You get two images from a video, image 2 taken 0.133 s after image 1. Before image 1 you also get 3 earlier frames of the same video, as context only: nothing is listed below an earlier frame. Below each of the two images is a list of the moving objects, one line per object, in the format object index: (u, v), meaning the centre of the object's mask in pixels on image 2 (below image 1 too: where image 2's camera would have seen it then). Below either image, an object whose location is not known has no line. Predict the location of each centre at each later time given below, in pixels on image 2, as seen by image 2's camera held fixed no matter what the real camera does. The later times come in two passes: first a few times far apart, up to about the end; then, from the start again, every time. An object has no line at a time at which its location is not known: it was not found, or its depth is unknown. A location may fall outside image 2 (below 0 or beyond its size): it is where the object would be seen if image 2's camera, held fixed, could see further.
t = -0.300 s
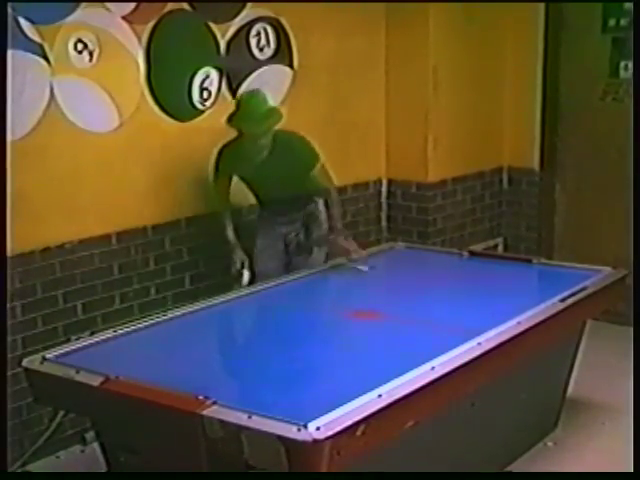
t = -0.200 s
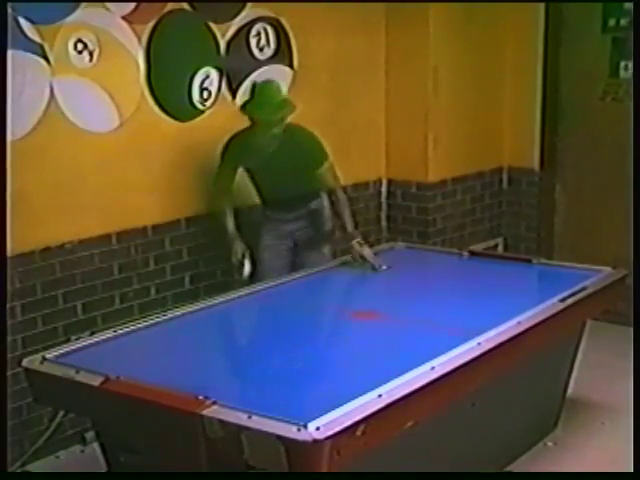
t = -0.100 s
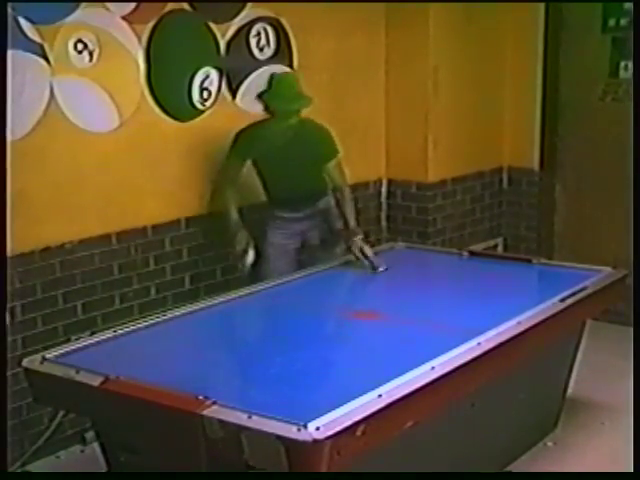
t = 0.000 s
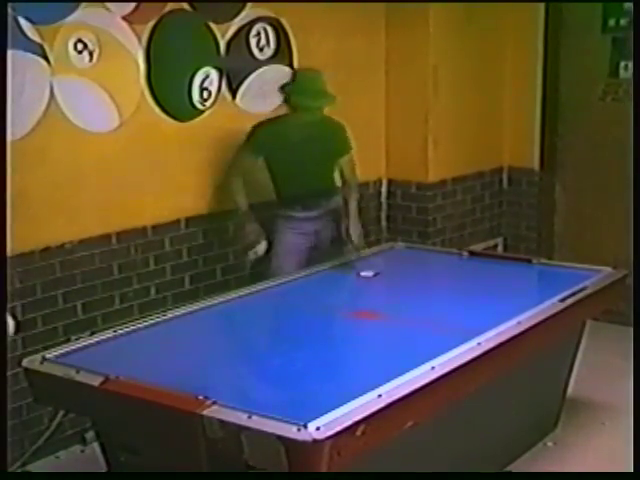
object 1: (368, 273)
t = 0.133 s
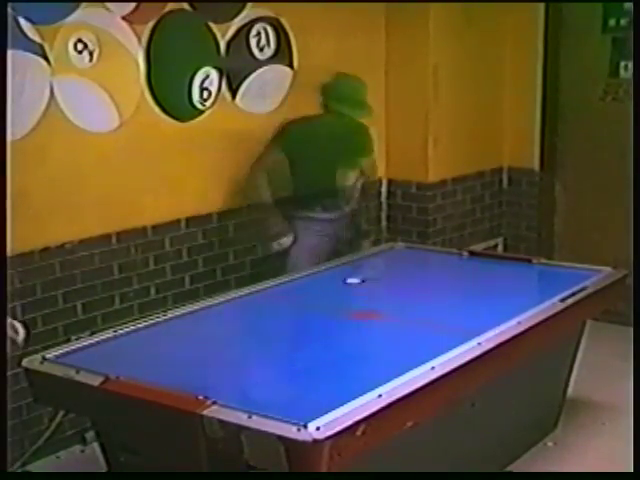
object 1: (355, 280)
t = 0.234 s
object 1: (345, 285)
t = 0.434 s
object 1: (322, 296)
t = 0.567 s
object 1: (306, 305)
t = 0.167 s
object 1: (351, 281)
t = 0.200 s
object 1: (348, 283)
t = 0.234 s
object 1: (345, 285)
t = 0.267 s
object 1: (340, 287)
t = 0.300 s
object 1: (337, 289)
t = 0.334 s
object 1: (333, 291)
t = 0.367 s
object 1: (330, 292)
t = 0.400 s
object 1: (325, 295)
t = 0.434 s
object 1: (322, 296)
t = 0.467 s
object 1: (318, 299)
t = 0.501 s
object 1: (314, 301)
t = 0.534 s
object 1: (310, 303)
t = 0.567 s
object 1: (306, 305)
